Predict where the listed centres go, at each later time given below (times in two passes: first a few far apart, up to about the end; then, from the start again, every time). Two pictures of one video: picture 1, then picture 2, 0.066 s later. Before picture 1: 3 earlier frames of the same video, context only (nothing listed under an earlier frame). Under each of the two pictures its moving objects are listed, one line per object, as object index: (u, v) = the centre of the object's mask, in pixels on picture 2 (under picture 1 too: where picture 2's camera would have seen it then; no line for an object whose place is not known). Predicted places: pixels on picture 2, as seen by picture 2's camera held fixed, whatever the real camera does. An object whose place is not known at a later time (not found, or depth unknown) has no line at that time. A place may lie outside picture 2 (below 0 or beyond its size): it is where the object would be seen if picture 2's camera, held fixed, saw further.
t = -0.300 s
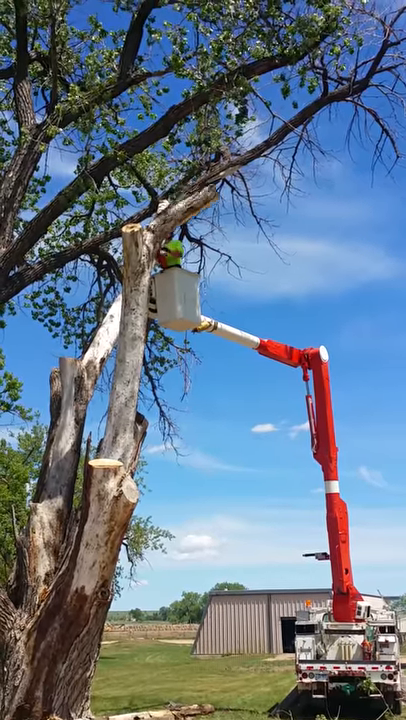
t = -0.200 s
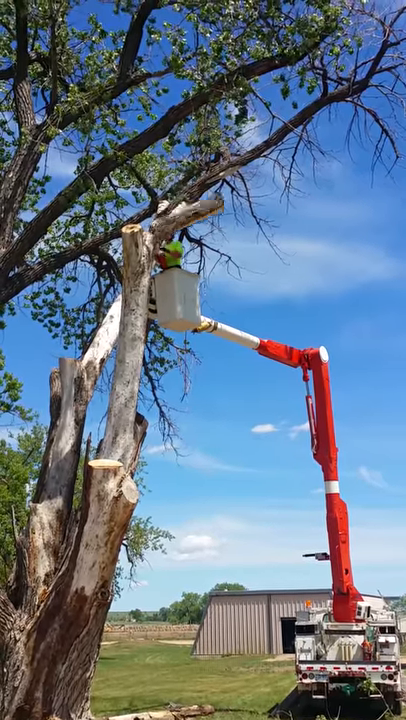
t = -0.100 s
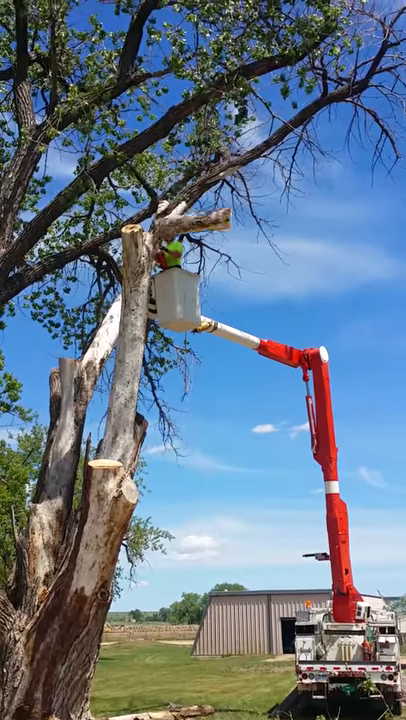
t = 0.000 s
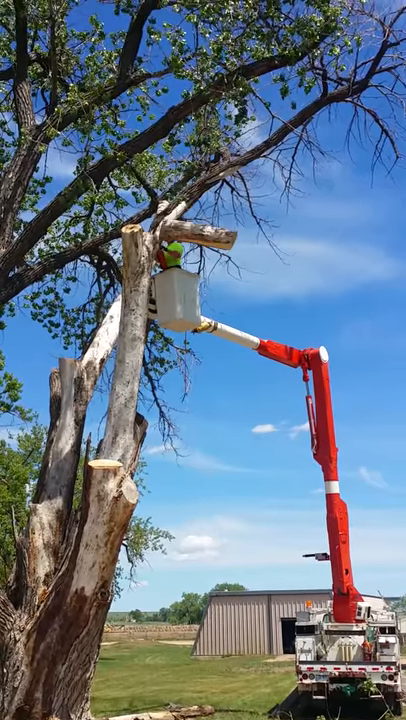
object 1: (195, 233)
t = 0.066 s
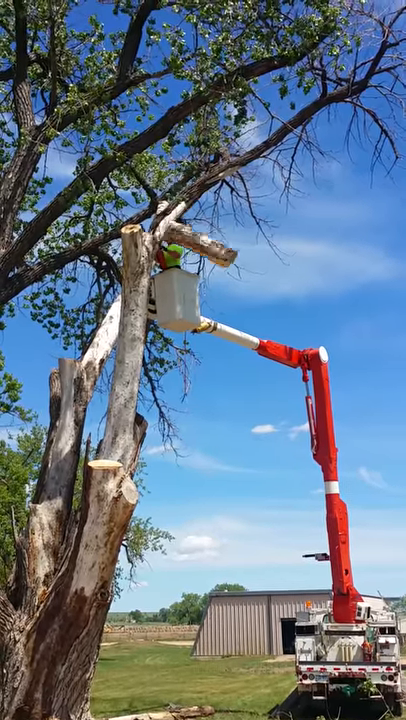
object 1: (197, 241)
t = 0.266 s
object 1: (207, 286)
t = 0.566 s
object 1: (221, 388)
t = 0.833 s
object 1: (235, 533)
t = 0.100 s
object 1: (200, 249)
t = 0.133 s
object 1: (201, 255)
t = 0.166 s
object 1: (203, 263)
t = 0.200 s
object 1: (205, 270)
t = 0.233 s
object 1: (206, 277)
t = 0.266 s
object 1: (207, 286)
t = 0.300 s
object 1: (208, 293)
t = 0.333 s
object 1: (210, 303)
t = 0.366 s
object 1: (212, 314)
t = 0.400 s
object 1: (213, 326)
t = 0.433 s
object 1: (214, 336)
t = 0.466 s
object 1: (215, 349)
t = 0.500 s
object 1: (218, 361)
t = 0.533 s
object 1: (219, 374)
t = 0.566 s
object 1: (221, 388)
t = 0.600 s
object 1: (223, 403)
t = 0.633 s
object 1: (224, 419)
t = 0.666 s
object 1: (226, 436)
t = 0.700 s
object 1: (228, 455)
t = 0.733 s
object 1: (229, 473)
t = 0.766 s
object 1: (232, 492)
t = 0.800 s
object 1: (235, 513)
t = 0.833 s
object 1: (235, 533)
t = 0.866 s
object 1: (237, 556)
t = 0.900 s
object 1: (235, 573)
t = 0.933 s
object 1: (241, 598)
